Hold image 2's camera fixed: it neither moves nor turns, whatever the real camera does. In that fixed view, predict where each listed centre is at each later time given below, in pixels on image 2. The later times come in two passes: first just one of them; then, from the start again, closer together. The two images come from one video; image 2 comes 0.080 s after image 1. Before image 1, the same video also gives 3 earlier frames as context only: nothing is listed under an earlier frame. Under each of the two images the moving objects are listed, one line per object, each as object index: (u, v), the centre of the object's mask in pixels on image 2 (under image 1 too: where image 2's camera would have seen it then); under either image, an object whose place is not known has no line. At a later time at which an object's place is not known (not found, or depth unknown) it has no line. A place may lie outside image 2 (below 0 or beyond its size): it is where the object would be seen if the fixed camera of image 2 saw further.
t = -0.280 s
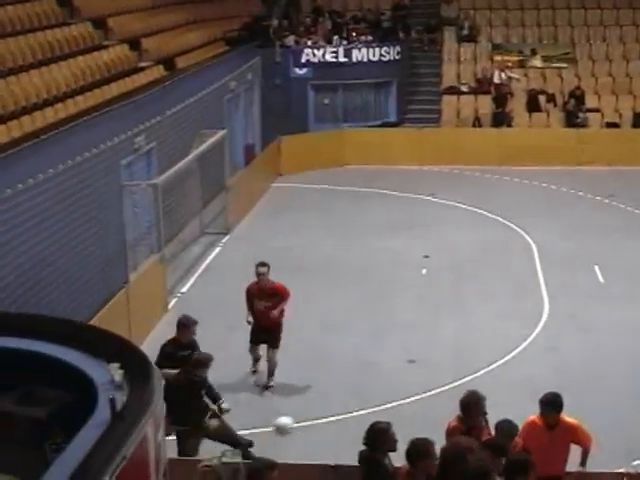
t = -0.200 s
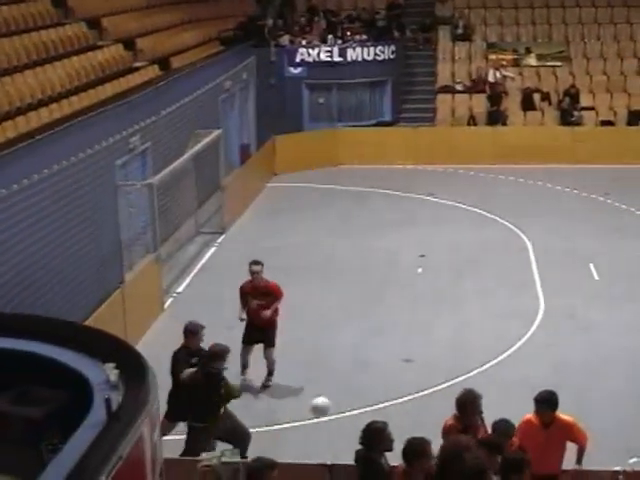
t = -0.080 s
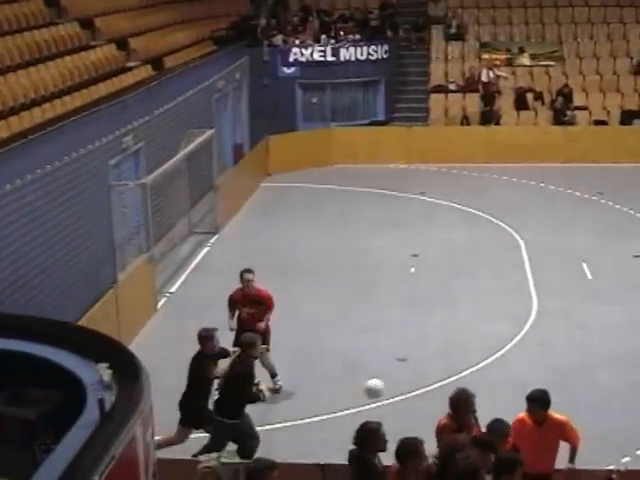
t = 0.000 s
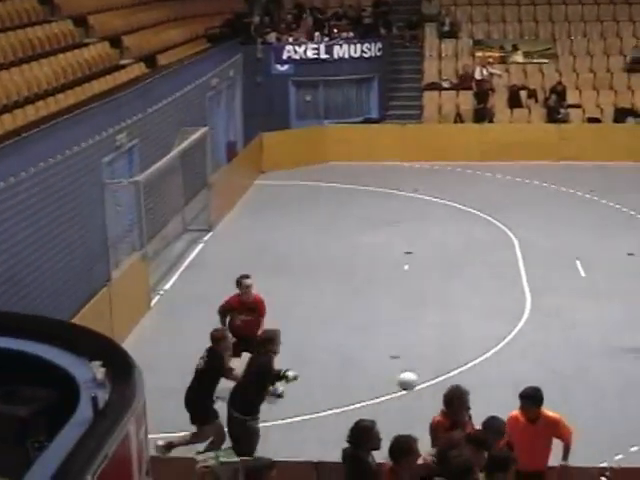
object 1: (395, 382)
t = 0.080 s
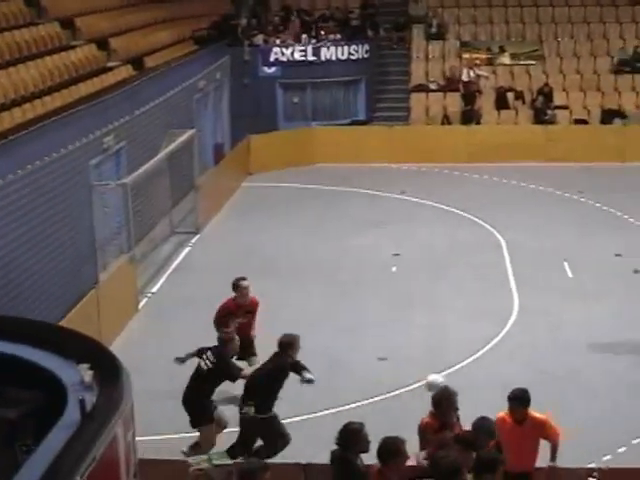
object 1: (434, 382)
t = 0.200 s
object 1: (490, 393)
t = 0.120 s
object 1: (455, 383)
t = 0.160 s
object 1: (472, 388)
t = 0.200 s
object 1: (490, 393)
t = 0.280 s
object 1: (533, 404)
